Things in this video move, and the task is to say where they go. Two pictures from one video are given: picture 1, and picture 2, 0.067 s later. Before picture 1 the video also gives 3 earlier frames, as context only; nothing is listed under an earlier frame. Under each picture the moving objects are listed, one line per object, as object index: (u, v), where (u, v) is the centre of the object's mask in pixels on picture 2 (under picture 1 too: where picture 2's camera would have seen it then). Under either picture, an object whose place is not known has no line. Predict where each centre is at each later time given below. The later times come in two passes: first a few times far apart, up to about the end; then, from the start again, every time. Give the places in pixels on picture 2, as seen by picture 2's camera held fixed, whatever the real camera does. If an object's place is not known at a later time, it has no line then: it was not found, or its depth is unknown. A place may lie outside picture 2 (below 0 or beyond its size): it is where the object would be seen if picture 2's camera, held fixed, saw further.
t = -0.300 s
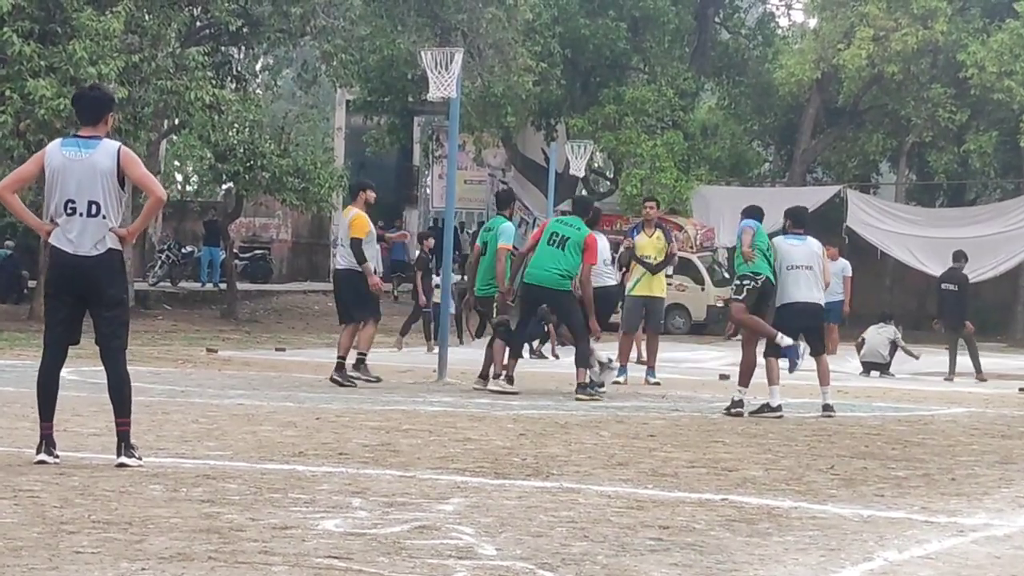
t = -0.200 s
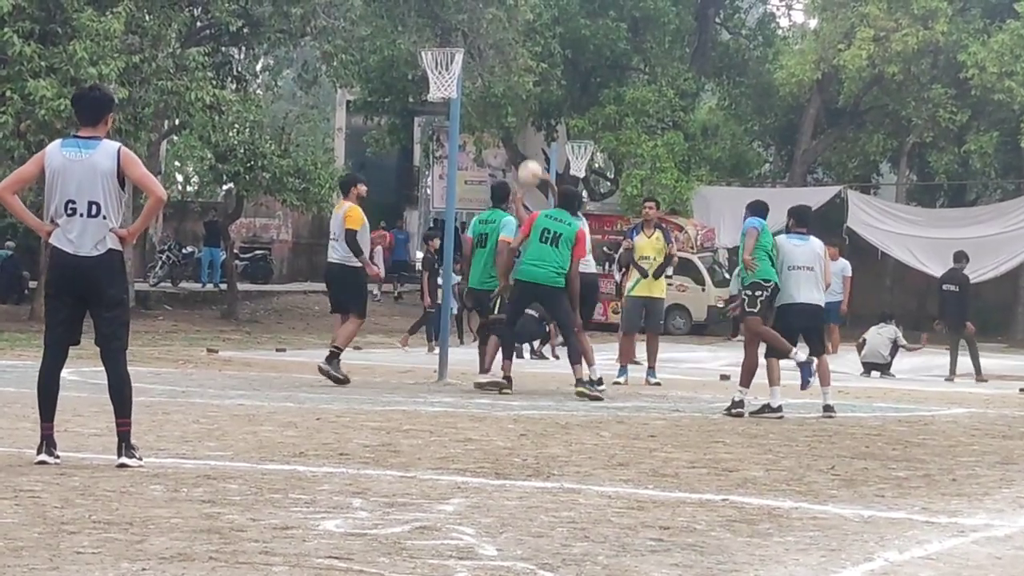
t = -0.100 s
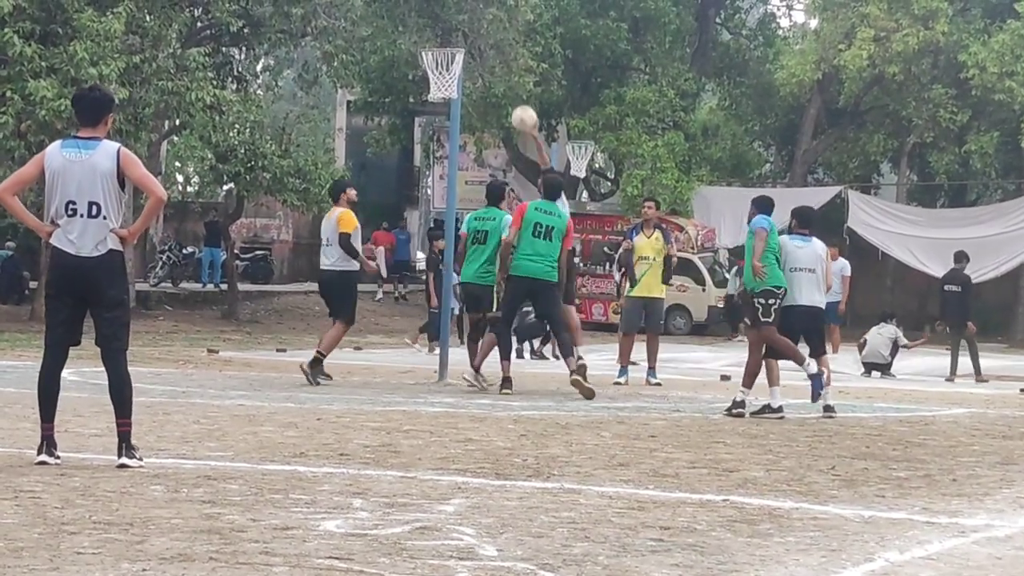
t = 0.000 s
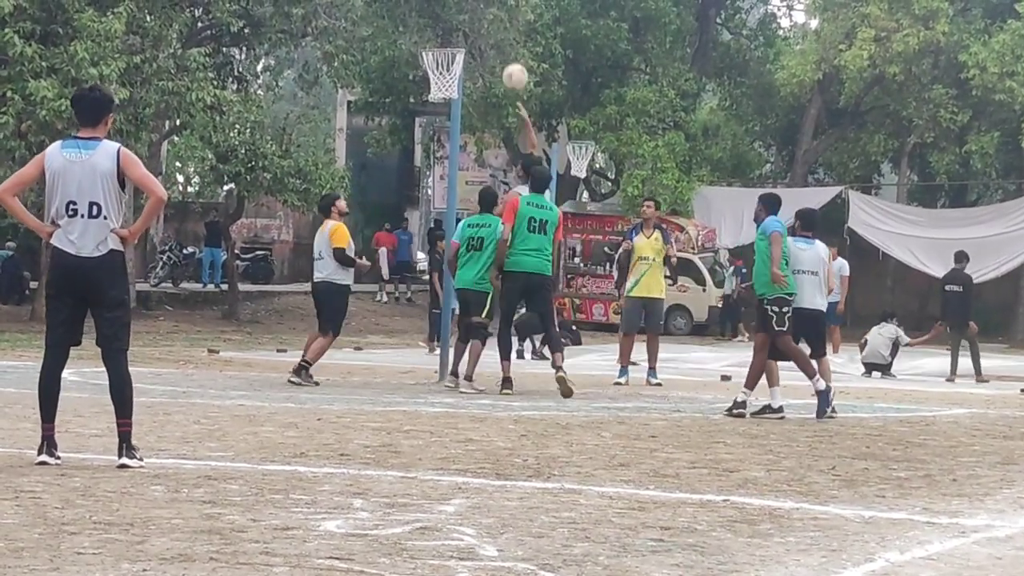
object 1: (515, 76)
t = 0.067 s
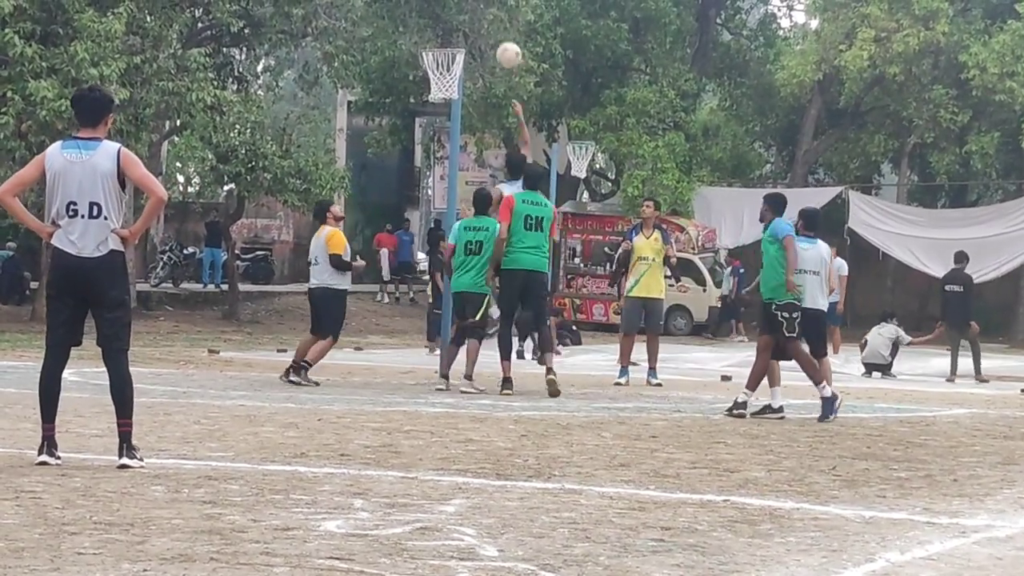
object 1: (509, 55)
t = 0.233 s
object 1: (492, 20)
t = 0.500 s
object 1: (466, 27)
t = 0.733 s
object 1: (453, 28)
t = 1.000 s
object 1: (440, 72)
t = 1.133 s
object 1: (438, 105)
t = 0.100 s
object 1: (505, 45)
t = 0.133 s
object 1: (502, 37)
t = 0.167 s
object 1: (499, 31)
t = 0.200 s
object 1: (496, 25)
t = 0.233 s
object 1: (492, 20)
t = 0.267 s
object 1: (489, 17)
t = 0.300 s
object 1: (486, 15)
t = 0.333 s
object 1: (483, 14)
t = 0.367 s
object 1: (480, 14)
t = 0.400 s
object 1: (476, 16)
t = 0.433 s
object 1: (473, 18)
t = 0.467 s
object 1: (470, 22)
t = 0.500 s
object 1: (466, 27)
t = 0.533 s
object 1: (463, 33)
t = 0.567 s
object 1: (460, 37)
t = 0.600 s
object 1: (459, 33)
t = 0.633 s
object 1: (458, 30)
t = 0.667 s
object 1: (456, 28)
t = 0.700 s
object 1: (455, 28)
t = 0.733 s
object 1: (453, 28)
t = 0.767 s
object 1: (452, 30)
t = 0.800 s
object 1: (450, 33)
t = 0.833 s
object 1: (449, 37)
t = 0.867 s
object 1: (447, 41)
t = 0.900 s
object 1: (445, 44)
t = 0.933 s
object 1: (446, 53)
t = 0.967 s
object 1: (442, 64)
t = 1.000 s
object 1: (440, 72)
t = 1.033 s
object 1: (439, 82)
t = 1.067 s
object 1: (440, 92)
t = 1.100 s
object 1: (438, 99)
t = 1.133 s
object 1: (438, 105)
